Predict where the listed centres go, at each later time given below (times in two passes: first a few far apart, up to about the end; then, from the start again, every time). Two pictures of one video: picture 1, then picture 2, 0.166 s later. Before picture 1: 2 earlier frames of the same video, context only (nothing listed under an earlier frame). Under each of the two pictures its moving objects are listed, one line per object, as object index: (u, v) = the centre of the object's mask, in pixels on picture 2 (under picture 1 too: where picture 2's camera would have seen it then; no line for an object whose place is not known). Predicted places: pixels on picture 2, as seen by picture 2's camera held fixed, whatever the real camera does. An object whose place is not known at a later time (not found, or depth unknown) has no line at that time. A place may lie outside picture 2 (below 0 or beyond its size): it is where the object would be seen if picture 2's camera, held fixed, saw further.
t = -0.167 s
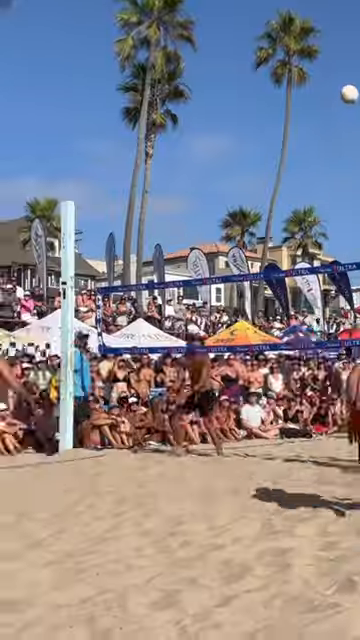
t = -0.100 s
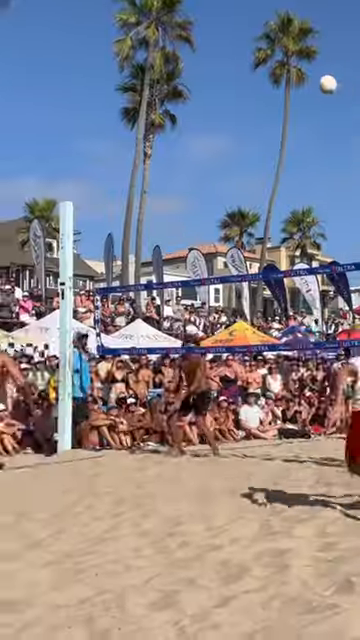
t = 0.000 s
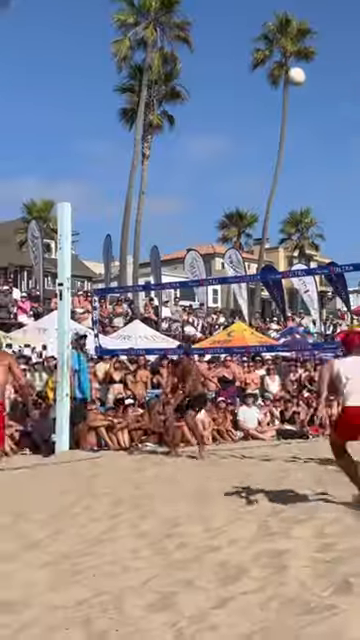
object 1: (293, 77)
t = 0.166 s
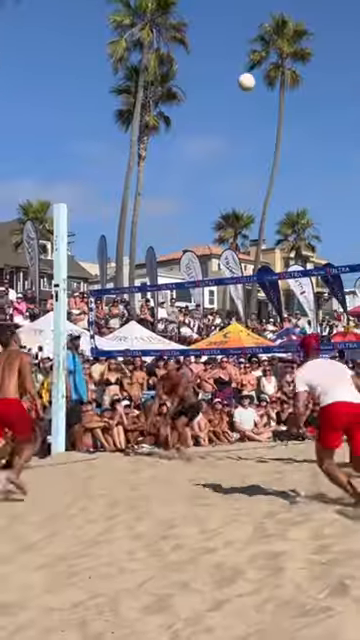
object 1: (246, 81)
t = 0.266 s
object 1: (220, 94)
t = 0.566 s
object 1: (149, 173)
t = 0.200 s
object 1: (238, 85)
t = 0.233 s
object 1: (229, 89)
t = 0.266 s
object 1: (220, 94)
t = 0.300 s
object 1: (212, 100)
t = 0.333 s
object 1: (204, 106)
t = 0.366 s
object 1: (196, 114)
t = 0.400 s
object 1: (188, 122)
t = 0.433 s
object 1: (180, 131)
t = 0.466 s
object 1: (173, 141)
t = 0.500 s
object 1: (164, 151)
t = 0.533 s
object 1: (156, 162)
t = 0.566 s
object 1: (149, 173)
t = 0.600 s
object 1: (142, 186)
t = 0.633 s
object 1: (134, 198)
